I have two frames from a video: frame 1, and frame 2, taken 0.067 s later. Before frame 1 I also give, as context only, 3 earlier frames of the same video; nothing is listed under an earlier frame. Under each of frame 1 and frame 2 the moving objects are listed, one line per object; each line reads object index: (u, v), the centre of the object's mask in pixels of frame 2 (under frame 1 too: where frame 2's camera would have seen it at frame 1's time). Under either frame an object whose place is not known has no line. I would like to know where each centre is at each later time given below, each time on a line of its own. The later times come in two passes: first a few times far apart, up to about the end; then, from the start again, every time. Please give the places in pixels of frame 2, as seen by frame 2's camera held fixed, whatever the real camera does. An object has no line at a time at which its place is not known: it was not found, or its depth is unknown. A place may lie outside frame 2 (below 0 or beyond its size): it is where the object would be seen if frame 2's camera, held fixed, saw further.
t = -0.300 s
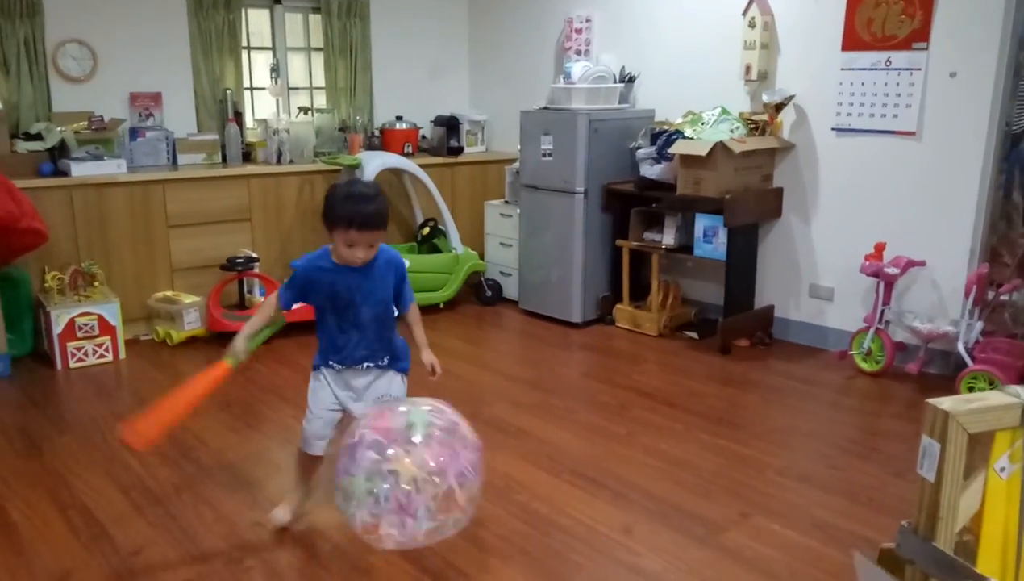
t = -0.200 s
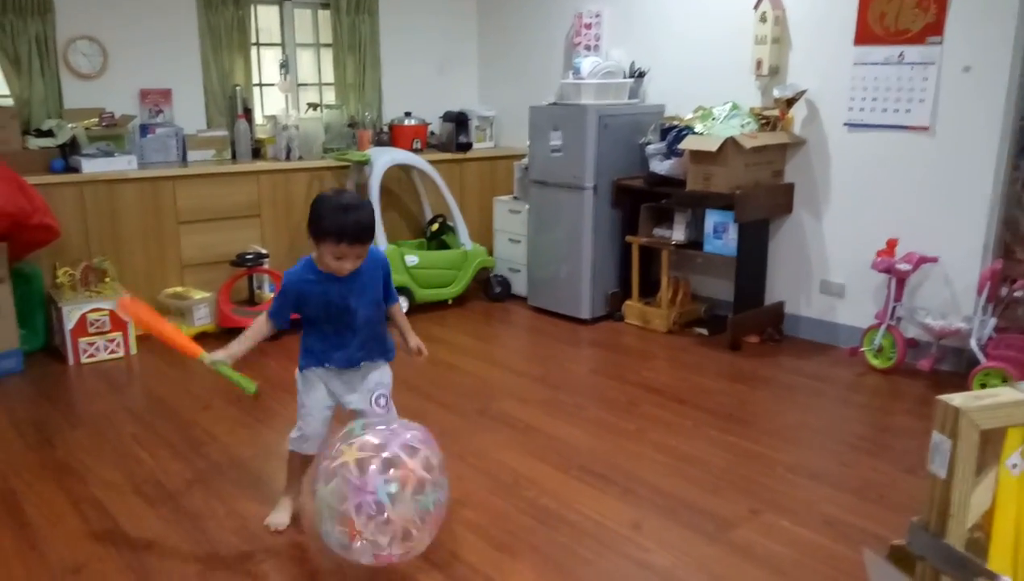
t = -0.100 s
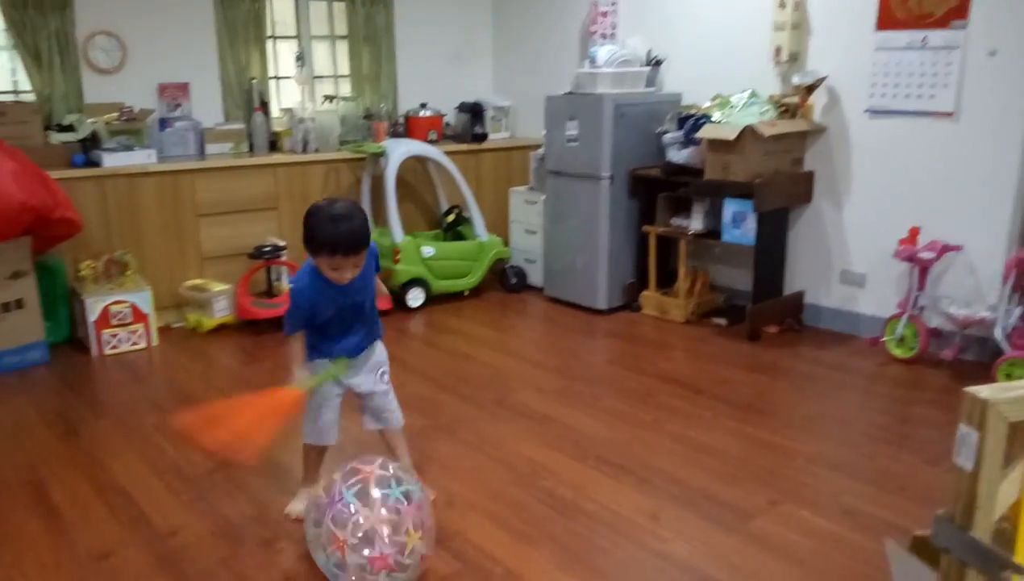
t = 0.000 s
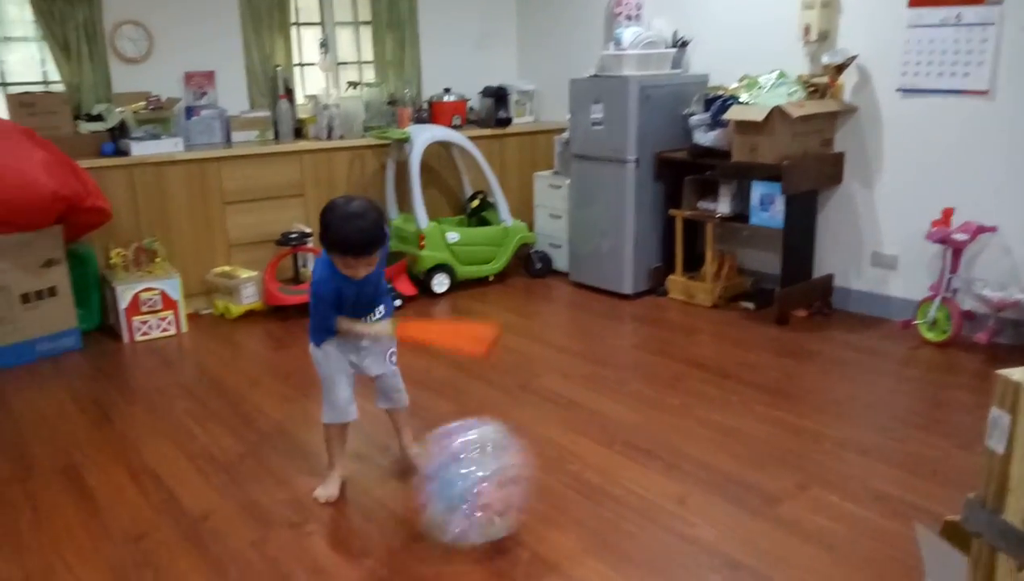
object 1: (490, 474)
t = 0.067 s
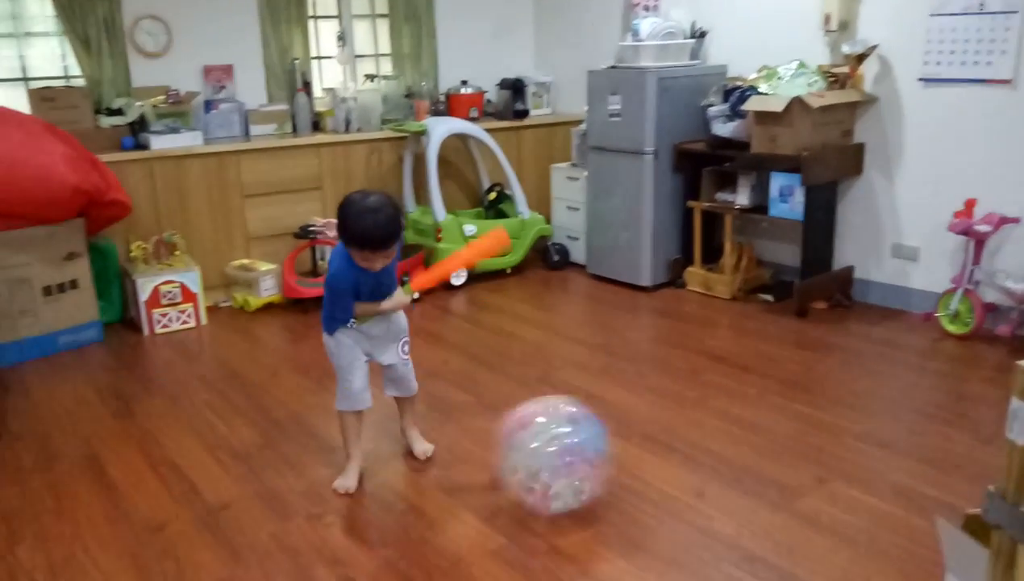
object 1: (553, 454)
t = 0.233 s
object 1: (685, 425)
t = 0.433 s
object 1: (801, 393)
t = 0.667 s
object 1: (902, 365)
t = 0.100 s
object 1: (582, 449)
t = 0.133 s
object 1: (610, 447)
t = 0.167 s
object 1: (637, 440)
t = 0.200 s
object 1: (661, 432)
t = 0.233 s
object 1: (685, 425)
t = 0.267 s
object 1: (707, 419)
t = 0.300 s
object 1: (728, 412)
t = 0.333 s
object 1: (748, 404)
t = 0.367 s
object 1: (767, 399)
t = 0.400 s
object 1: (784, 396)
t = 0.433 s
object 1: (801, 393)
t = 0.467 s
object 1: (817, 387)
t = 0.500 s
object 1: (833, 382)
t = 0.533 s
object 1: (849, 377)
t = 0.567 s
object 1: (863, 374)
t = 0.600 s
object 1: (877, 370)
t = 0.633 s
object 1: (890, 366)
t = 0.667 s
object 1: (902, 365)
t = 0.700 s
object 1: (914, 361)
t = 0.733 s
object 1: (926, 357)
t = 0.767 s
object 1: (936, 354)
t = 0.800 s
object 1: (947, 351)
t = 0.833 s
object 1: (958, 346)
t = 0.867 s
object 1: (966, 343)
